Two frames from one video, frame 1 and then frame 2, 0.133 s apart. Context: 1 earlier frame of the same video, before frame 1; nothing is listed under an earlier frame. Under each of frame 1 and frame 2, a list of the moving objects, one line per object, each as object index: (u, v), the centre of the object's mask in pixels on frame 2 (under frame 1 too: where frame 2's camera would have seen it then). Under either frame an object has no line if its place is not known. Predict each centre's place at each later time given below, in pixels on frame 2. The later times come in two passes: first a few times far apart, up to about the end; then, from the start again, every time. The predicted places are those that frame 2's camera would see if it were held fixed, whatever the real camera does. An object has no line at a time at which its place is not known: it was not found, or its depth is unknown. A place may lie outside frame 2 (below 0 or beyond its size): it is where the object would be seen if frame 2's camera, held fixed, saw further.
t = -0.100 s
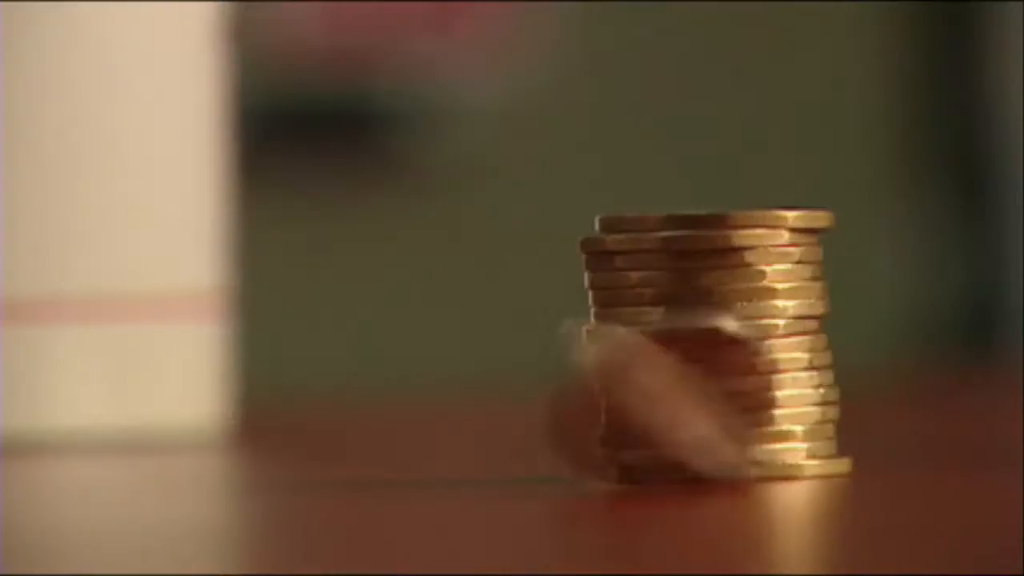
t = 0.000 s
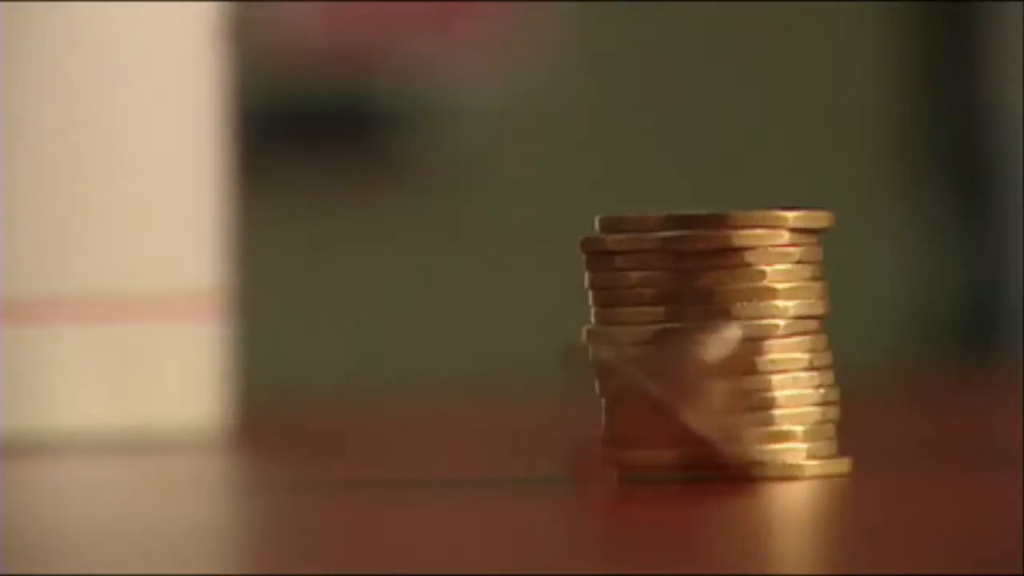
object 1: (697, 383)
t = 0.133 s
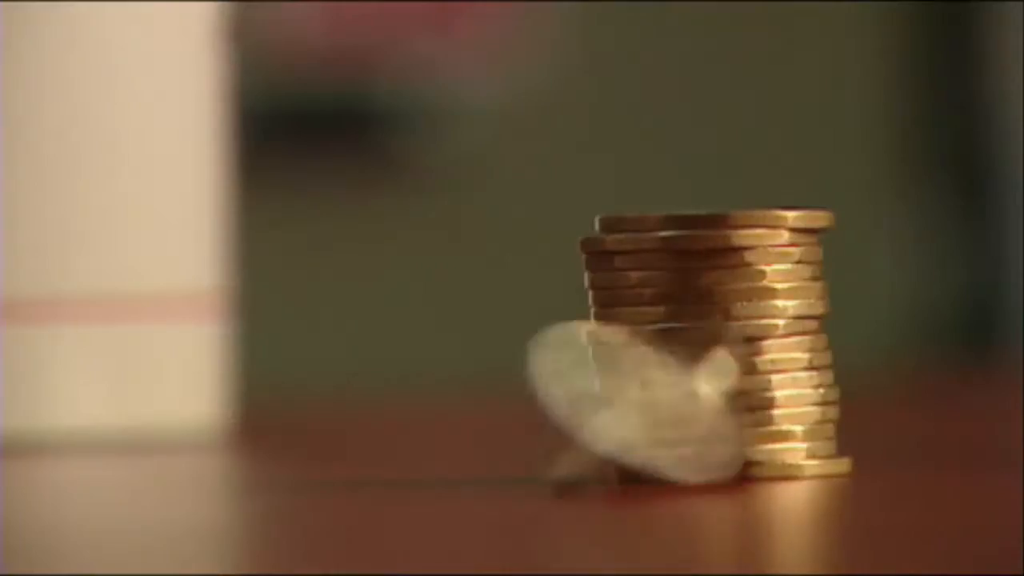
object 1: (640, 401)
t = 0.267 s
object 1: (601, 409)
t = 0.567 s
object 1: (605, 419)
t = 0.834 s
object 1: (580, 427)
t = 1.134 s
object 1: (576, 441)
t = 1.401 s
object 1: (558, 445)
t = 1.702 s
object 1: (551, 455)
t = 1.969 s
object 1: (543, 463)
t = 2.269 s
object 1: (535, 471)
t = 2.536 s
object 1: (526, 479)
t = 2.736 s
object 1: (523, 483)
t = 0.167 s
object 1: (625, 409)
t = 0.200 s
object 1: (619, 410)
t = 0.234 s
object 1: (617, 408)
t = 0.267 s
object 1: (601, 409)
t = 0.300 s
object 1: (609, 413)
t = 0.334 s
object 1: (609, 414)
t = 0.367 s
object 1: (595, 408)
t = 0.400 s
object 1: (606, 416)
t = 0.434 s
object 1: (604, 416)
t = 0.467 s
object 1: (610, 418)
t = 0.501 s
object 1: (609, 419)
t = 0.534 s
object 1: (595, 414)
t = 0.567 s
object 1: (605, 419)
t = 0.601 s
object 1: (597, 423)
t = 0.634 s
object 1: (597, 423)
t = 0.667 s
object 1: (593, 424)
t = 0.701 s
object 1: (583, 424)
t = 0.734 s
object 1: (584, 424)
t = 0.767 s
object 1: (575, 425)
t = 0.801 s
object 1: (578, 427)
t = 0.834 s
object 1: (580, 427)
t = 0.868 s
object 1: (578, 427)
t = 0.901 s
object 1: (577, 430)
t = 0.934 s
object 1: (571, 431)
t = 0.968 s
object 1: (572, 430)
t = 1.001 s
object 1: (570, 436)
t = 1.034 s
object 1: (574, 440)
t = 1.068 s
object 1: (576, 438)
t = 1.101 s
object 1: (580, 440)
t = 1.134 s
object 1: (576, 441)
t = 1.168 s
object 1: (573, 441)
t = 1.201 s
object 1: (569, 442)
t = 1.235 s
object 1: (566, 442)
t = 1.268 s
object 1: (562, 443)
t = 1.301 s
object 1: (561, 444)
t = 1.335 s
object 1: (560, 445)
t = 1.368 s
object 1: (560, 445)
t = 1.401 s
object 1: (558, 445)
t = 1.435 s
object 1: (559, 446)
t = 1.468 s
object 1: (558, 448)
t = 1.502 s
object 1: (556, 449)
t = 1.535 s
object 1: (550, 448)
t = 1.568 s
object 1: (551, 451)
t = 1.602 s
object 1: (551, 453)
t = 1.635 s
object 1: (556, 455)
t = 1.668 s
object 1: (553, 454)
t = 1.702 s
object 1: (551, 455)
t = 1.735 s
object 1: (553, 455)
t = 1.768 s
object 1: (551, 455)
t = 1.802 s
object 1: (549, 458)
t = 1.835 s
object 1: (546, 458)
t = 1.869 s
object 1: (547, 461)
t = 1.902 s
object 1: (546, 460)
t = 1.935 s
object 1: (547, 462)
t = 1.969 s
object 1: (543, 463)
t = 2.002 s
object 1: (534, 464)
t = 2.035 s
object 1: (539, 465)
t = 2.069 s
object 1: (537, 465)
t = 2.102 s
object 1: (534, 466)
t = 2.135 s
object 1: (542, 468)
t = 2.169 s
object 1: (537, 467)
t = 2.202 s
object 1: (533, 469)
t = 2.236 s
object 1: (537, 469)
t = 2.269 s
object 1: (535, 471)
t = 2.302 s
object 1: (528, 472)
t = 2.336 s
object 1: (527, 473)
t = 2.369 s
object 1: (531, 474)
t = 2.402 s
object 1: (534, 475)
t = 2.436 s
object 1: (533, 476)
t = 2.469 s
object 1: (530, 477)
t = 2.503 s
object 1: (528, 477)
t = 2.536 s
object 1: (526, 479)
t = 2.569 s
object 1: (528, 480)
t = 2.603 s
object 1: (526, 480)
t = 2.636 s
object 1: (522, 481)
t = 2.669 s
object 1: (521, 482)
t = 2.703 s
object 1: (524, 483)
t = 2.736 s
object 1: (523, 483)
